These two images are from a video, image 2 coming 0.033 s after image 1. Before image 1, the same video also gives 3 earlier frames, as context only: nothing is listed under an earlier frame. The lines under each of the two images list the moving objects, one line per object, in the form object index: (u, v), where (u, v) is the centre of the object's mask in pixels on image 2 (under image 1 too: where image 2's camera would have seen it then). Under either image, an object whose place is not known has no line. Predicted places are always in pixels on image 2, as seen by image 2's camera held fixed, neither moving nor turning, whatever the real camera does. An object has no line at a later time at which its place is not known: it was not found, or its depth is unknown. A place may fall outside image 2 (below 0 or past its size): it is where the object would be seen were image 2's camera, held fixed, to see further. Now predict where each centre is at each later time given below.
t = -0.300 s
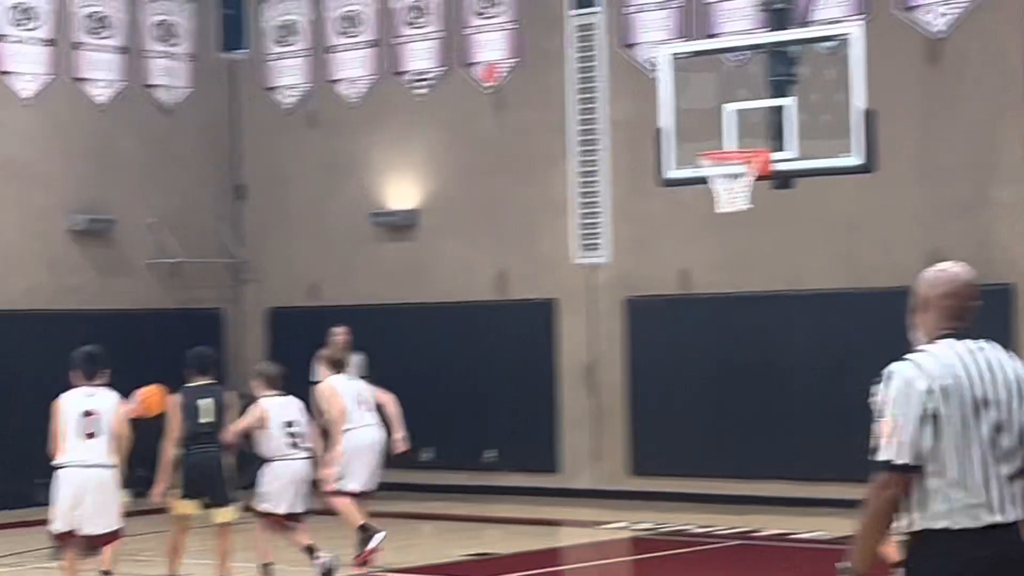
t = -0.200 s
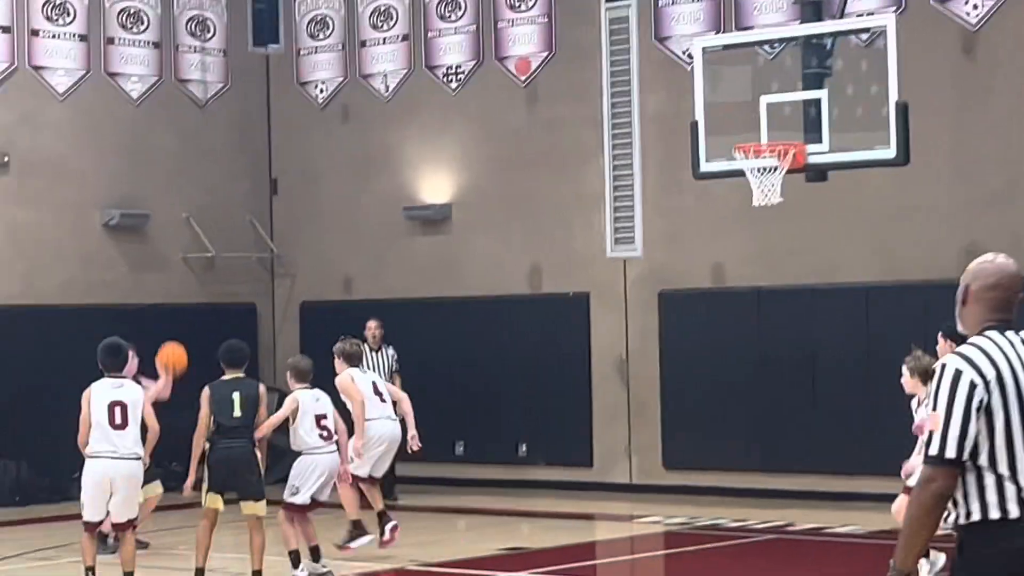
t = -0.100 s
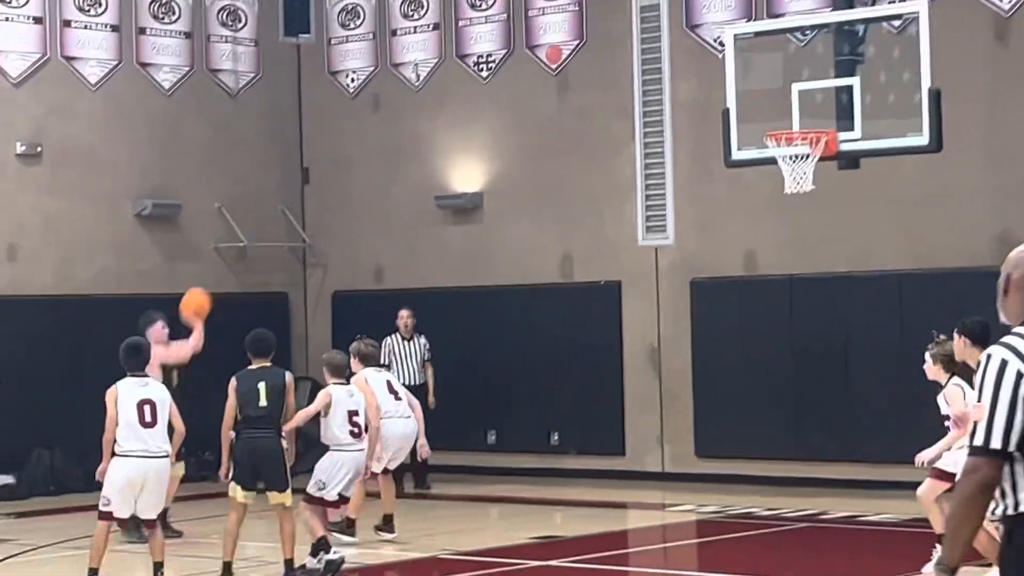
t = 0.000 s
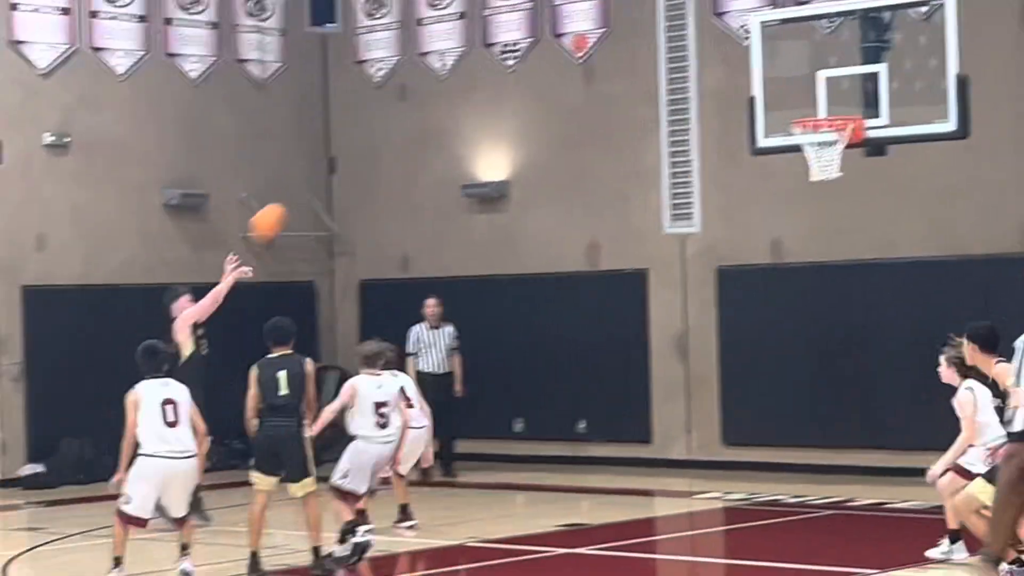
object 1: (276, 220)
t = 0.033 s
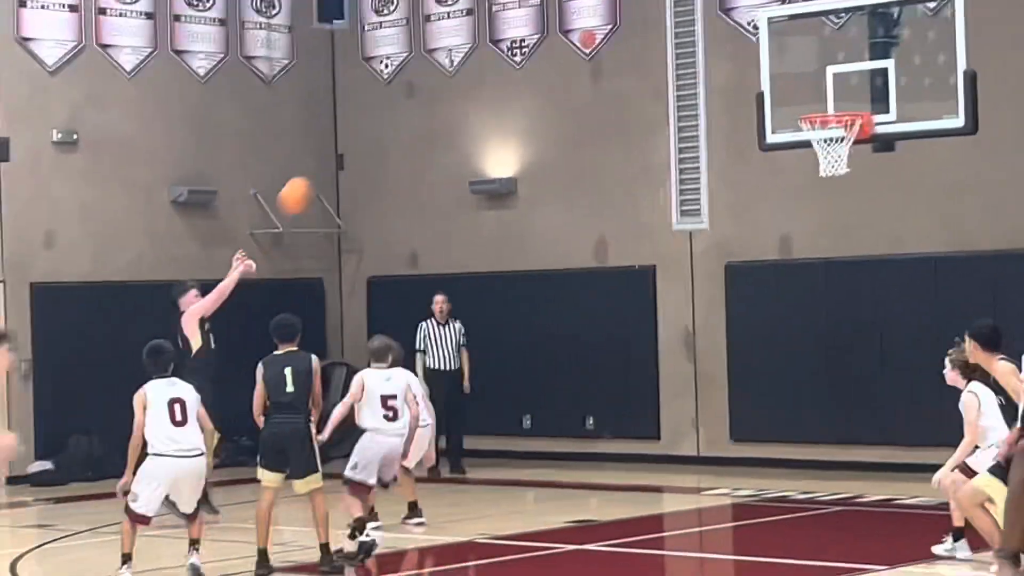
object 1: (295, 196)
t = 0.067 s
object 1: (314, 175)
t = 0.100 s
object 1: (333, 154)
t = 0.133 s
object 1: (352, 136)
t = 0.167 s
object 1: (372, 117)
